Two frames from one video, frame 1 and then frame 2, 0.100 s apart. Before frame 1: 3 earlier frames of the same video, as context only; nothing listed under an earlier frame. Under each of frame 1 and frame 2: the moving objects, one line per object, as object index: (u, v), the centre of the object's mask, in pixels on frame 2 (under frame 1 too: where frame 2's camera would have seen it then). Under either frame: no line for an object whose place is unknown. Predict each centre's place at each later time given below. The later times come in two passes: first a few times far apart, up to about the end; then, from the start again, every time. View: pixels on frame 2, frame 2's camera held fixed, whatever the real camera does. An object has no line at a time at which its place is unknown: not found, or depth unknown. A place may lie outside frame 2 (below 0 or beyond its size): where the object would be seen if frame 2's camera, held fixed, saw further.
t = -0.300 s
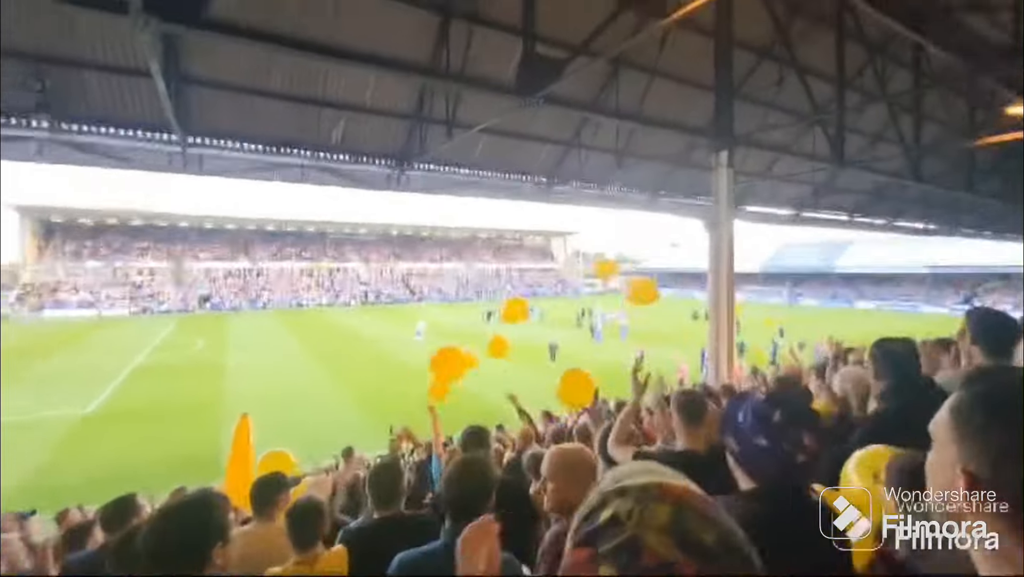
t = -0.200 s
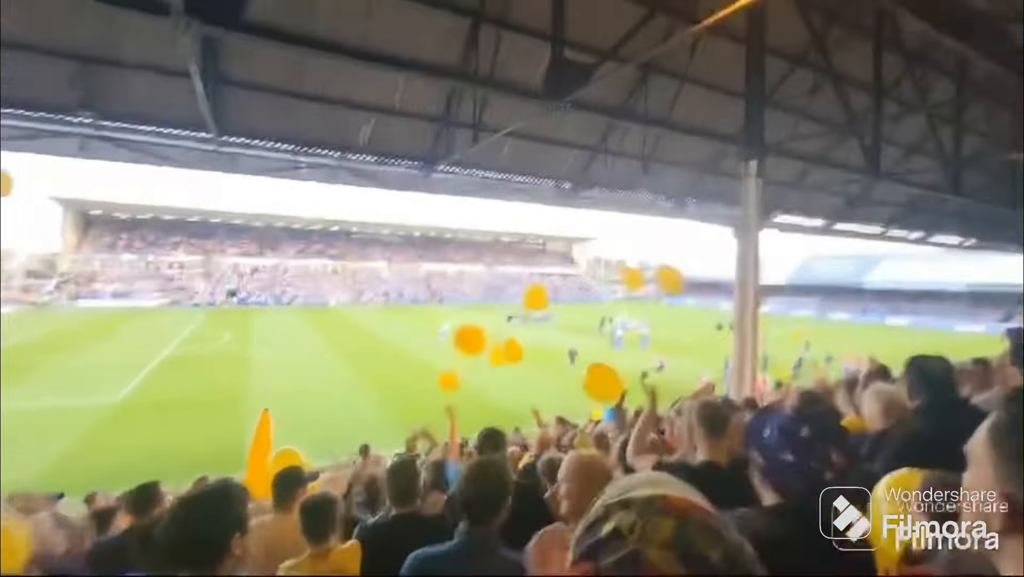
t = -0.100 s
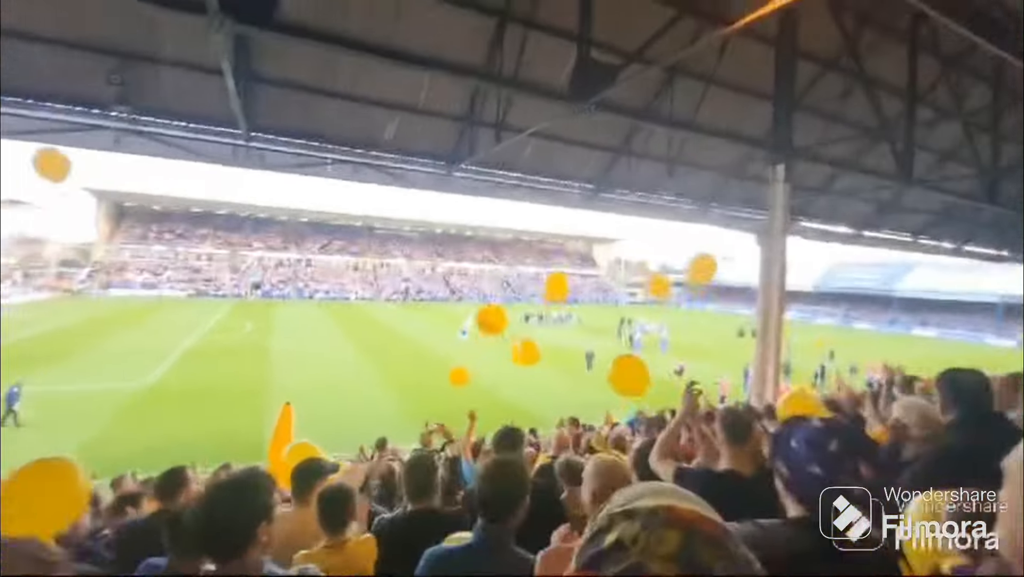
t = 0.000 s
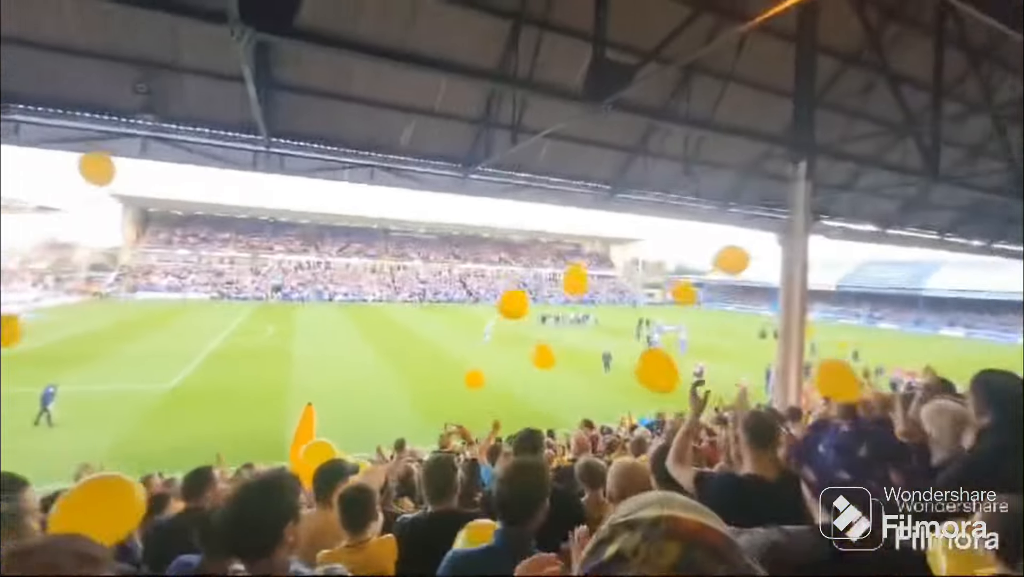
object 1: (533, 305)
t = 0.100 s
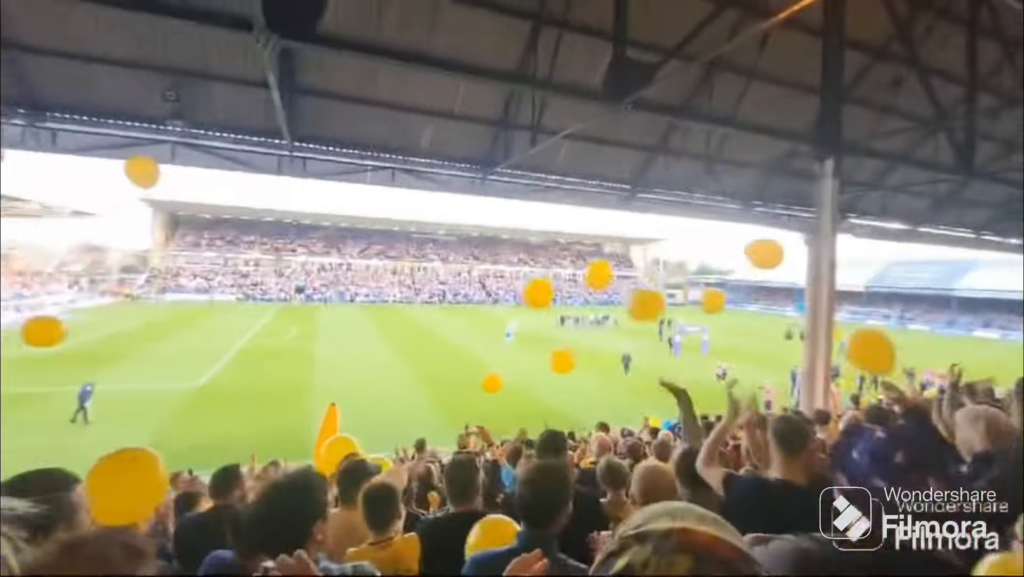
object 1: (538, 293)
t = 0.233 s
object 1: (544, 283)
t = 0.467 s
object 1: (560, 272)
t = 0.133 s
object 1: (540, 290)
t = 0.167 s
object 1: (541, 287)
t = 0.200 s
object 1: (543, 285)
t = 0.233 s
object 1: (544, 283)
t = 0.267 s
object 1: (547, 280)
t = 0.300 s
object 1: (549, 278)
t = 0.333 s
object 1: (551, 277)
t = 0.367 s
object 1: (554, 276)
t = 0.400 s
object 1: (555, 274)
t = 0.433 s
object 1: (558, 273)
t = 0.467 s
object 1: (560, 272)
